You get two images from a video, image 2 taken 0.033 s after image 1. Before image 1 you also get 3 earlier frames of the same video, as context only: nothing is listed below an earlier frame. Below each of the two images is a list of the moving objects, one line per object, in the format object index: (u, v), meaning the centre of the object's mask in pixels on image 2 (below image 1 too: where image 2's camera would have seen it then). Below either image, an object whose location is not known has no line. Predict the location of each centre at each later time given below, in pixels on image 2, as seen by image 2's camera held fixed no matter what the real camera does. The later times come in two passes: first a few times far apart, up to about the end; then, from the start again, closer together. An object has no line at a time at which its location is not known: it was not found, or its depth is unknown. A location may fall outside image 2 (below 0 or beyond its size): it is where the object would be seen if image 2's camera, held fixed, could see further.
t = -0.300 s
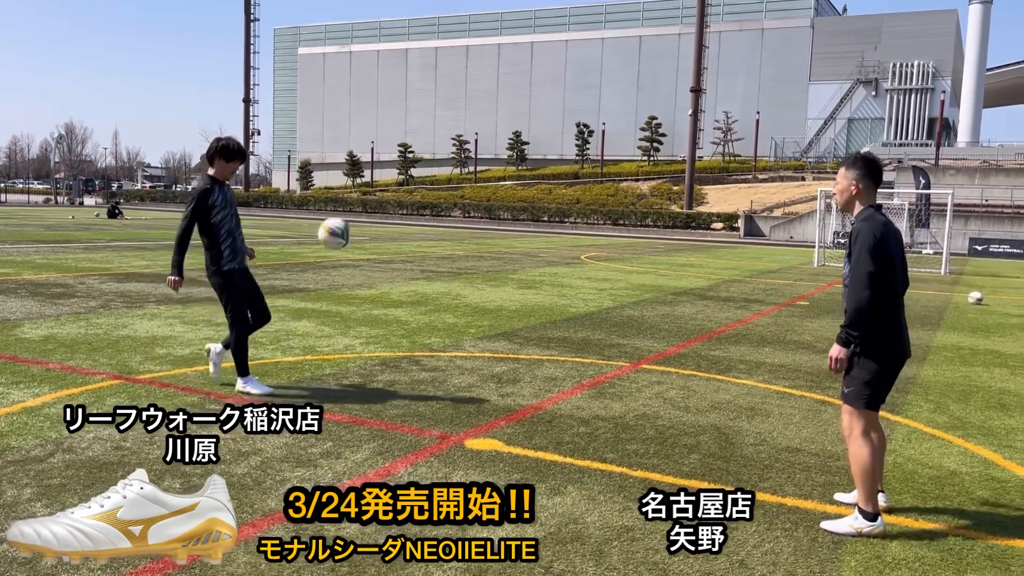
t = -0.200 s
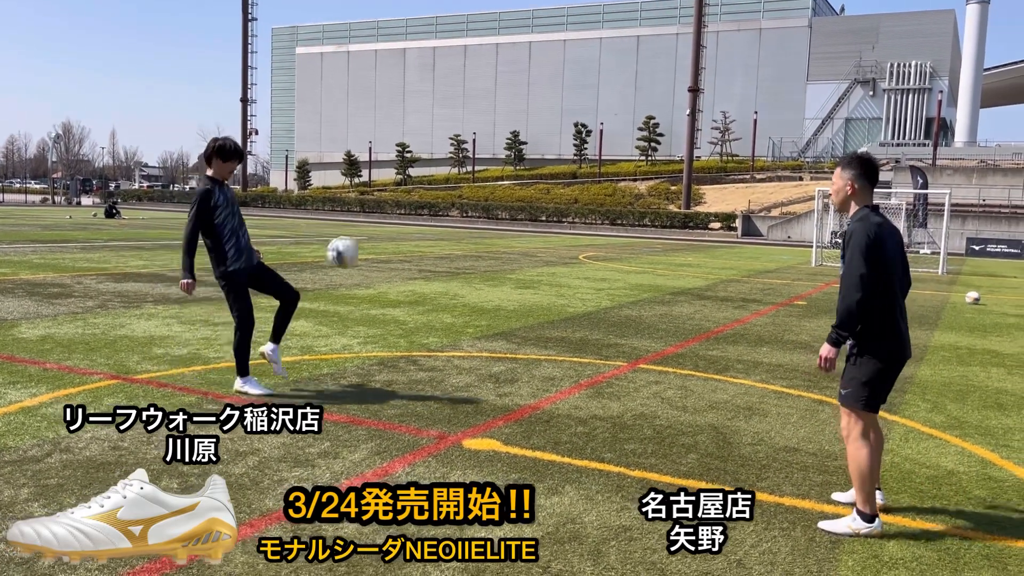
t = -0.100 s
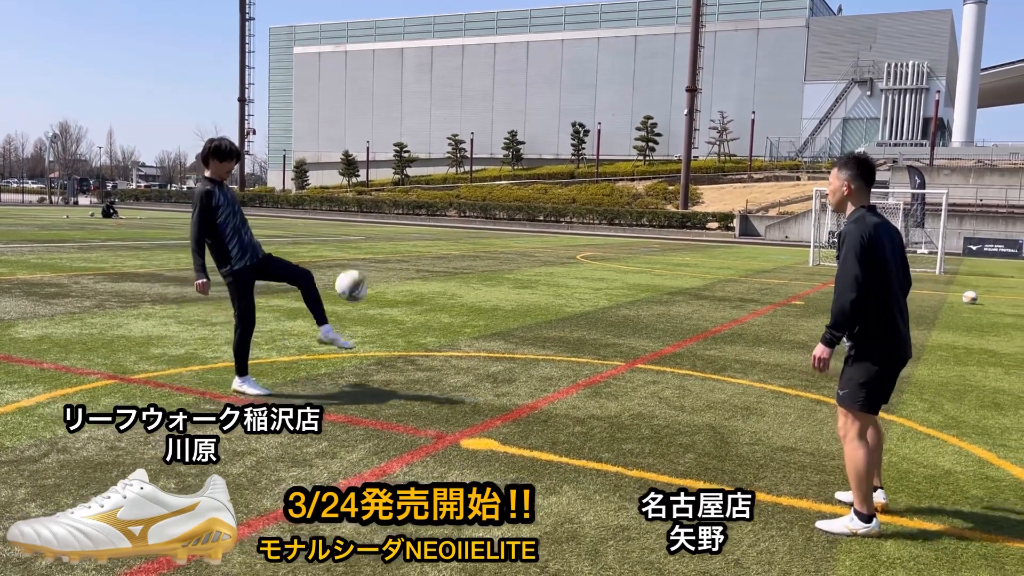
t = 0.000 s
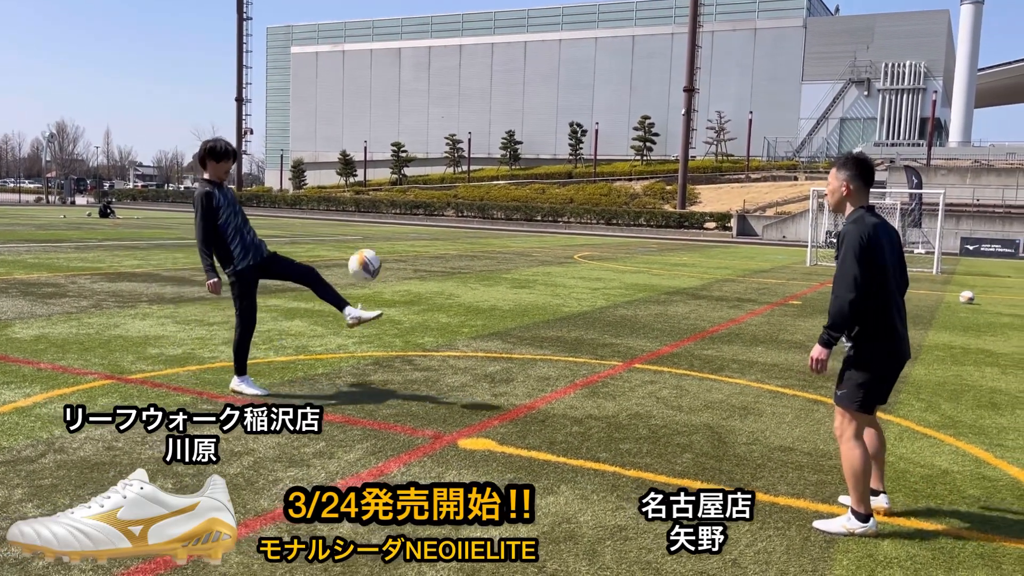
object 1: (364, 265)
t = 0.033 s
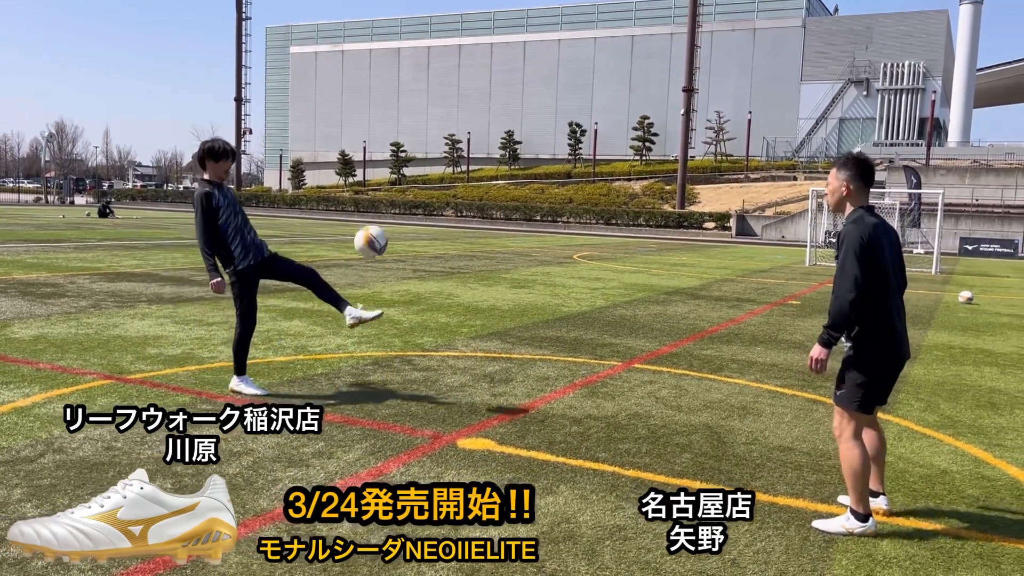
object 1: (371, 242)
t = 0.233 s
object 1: (413, 125)
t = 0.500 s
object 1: (479, 48)
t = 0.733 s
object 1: (545, 83)
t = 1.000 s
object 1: (631, 279)
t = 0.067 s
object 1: (377, 219)
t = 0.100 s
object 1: (384, 198)
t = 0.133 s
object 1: (391, 178)
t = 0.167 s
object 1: (399, 159)
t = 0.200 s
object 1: (406, 142)
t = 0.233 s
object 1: (413, 125)
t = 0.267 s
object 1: (421, 110)
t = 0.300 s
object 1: (429, 96)
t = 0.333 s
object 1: (437, 84)
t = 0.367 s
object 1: (445, 73)
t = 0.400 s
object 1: (453, 65)
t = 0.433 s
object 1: (462, 57)
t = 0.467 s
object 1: (471, 52)
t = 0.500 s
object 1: (479, 48)
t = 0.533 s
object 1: (488, 47)
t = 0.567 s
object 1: (497, 47)
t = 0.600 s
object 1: (506, 50)
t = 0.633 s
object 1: (516, 54)
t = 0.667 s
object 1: (525, 62)
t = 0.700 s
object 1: (535, 71)
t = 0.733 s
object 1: (545, 83)
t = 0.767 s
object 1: (555, 97)
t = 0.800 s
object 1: (565, 114)
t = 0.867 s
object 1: (587, 158)
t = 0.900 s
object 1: (598, 183)
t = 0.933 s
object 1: (609, 211)
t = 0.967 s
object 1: (620, 244)
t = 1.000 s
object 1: (631, 279)
